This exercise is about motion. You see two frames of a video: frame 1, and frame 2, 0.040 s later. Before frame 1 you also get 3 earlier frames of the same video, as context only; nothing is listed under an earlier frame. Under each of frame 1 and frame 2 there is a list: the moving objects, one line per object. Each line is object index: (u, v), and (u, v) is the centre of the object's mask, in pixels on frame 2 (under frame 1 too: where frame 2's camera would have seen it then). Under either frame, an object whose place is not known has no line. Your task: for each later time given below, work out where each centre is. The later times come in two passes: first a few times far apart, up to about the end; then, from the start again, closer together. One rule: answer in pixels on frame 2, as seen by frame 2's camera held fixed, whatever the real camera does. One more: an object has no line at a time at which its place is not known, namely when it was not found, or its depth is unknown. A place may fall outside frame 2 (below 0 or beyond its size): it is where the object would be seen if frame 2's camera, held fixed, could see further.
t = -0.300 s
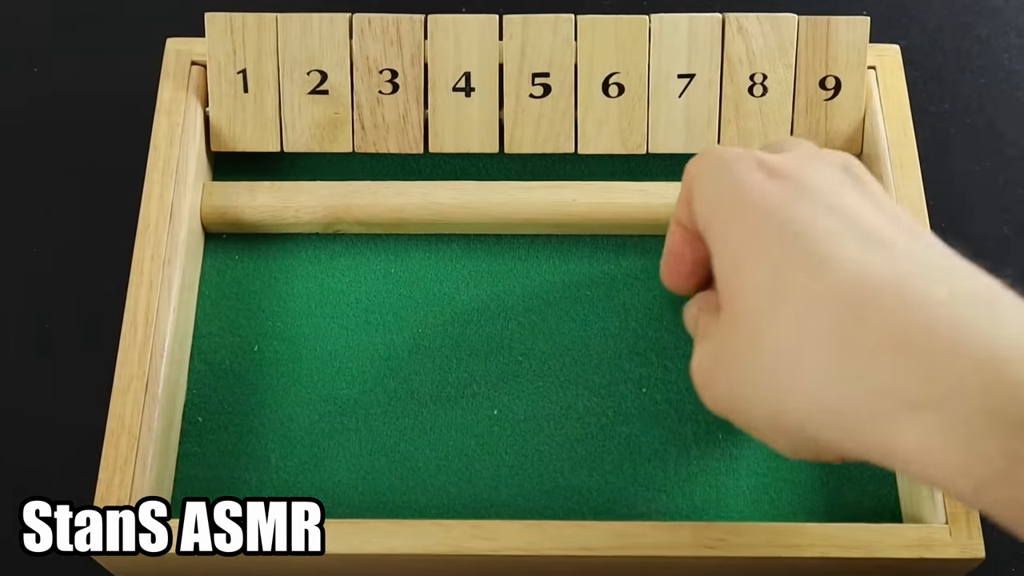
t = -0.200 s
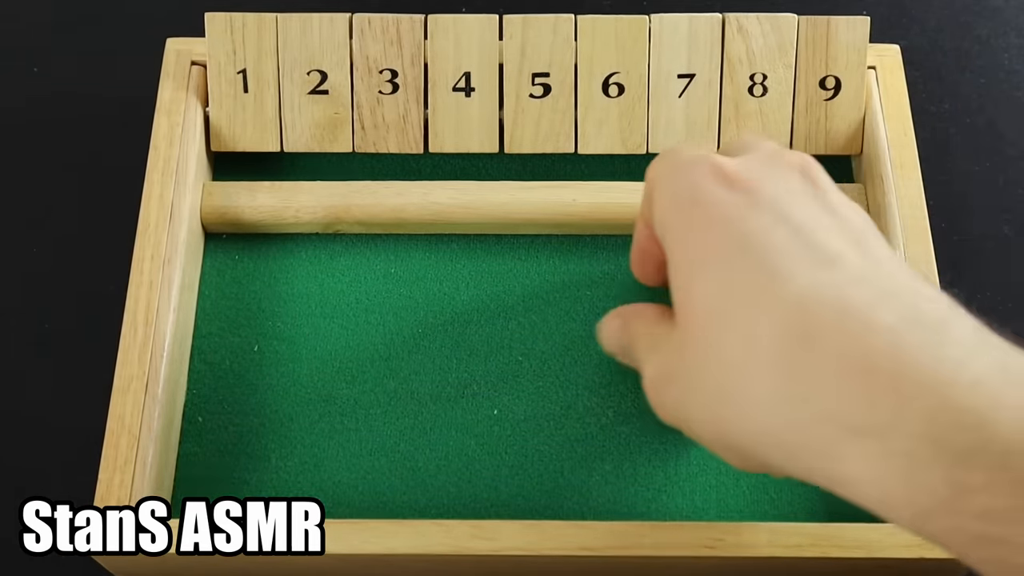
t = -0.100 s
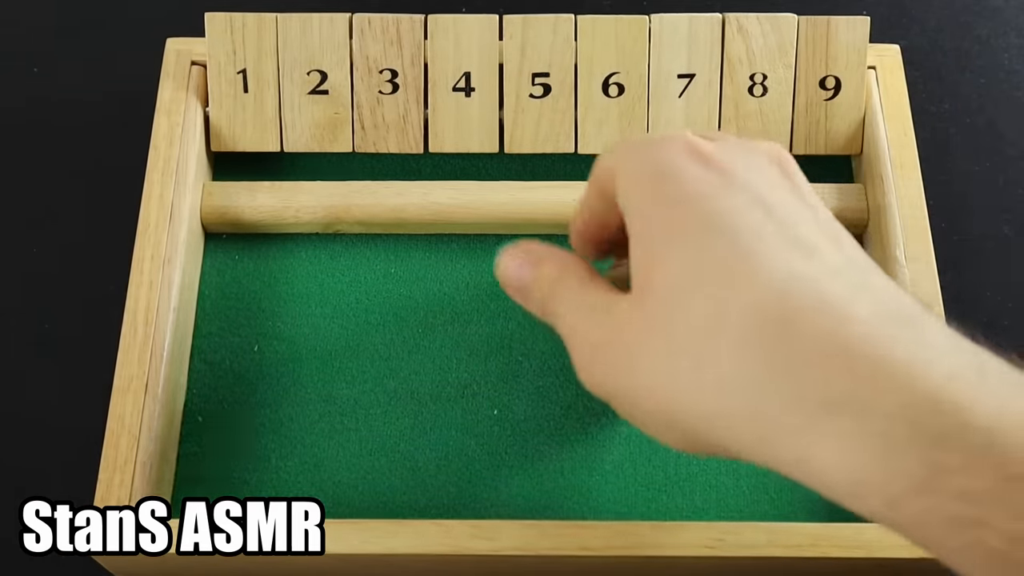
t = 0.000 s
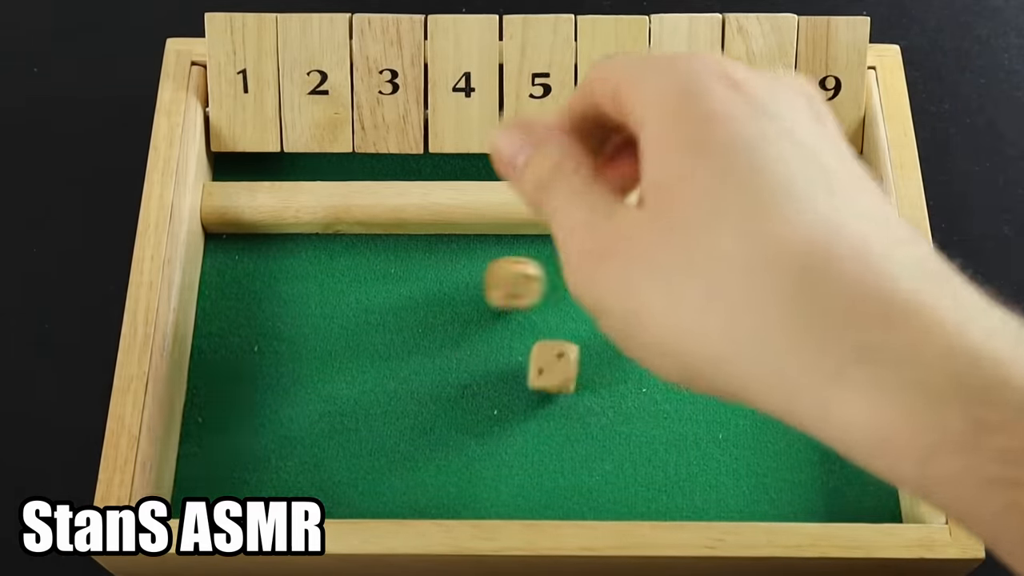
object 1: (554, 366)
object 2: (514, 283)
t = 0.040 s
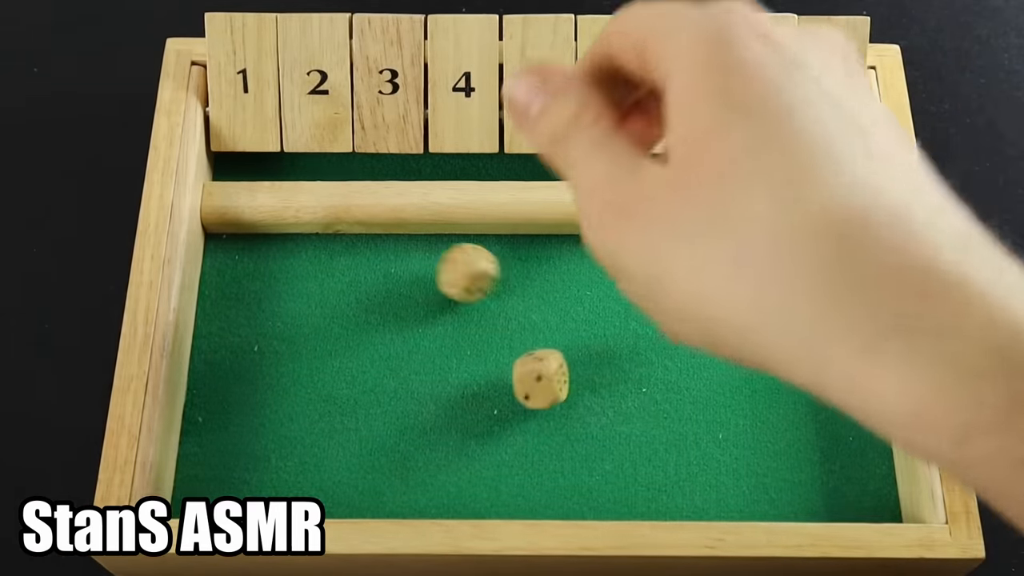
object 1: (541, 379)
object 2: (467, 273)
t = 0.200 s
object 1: (485, 409)
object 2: (304, 249)
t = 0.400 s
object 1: (502, 388)
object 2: (233, 320)
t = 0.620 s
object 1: (504, 389)
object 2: (238, 314)
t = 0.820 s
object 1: (504, 389)
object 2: (239, 314)
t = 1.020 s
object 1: (504, 389)
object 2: (239, 314)
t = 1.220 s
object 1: (504, 389)
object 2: (239, 314)
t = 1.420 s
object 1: (504, 389)
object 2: (239, 314)
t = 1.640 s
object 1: (504, 389)
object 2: (239, 314)
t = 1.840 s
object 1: (504, 389)
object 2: (239, 314)
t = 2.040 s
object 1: (504, 389)
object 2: (239, 314)
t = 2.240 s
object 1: (504, 389)
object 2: (239, 314)
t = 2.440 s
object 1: (504, 389)
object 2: (239, 314)
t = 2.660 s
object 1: (504, 389)
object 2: (239, 314)
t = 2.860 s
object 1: (504, 389)
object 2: (239, 314)
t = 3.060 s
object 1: (504, 389)
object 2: (239, 314)
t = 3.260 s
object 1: (504, 389)
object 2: (239, 314)
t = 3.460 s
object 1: (504, 389)
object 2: (239, 314)
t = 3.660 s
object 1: (504, 389)
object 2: (239, 314)
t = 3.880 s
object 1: (504, 389)
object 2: (239, 314)
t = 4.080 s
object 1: (504, 389)
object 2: (239, 314)
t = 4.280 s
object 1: (504, 389)
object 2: (239, 314)
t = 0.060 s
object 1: (536, 385)
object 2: (446, 268)
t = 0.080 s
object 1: (530, 390)
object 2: (424, 262)
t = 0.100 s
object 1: (525, 396)
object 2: (404, 257)
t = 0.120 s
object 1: (518, 403)
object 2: (383, 252)
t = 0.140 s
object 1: (510, 409)
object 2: (362, 248)
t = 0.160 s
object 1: (500, 412)
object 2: (344, 249)
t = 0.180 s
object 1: (491, 411)
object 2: (324, 250)
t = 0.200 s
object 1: (485, 409)
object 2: (304, 249)
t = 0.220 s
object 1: (479, 405)
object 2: (287, 251)
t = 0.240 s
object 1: (476, 401)
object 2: (270, 256)
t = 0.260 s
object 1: (474, 398)
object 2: (256, 262)
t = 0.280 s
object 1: (473, 394)
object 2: (240, 270)
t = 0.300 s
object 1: (474, 390)
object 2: (229, 276)
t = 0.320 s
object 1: (476, 387)
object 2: (222, 286)
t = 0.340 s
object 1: (480, 385)
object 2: (227, 293)
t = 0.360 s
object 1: (487, 383)
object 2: (230, 302)
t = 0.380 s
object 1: (495, 384)
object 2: (232, 312)
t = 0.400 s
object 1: (502, 388)
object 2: (233, 320)
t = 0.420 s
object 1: (504, 390)
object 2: (236, 325)
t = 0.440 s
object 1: (505, 391)
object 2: (237, 328)
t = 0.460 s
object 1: (504, 389)
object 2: (237, 329)
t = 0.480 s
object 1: (504, 389)
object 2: (237, 328)
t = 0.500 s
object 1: (504, 389)
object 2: (236, 325)
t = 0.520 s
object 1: (504, 389)
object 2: (237, 322)
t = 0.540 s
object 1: (504, 389)
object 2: (238, 316)
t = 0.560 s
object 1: (504, 389)
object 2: (239, 312)
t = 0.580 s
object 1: (504, 389)
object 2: (239, 313)
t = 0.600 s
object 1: (504, 389)
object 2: (238, 315)
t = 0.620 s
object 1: (504, 389)
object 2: (238, 314)
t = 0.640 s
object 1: (504, 389)
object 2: (239, 313)
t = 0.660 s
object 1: (504, 389)
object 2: (239, 314)
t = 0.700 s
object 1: (504, 389)
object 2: (239, 314)
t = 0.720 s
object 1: (504, 389)
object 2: (239, 314)
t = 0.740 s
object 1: (504, 389)
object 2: (239, 314)
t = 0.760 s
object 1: (504, 389)
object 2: (239, 314)
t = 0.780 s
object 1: (504, 389)
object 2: (239, 314)
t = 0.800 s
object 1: (504, 389)
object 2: (239, 314)
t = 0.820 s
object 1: (504, 389)
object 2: (239, 314)
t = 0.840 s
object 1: (504, 389)
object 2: (239, 314)
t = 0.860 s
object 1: (504, 389)
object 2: (239, 314)
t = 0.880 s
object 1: (504, 389)
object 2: (239, 314)
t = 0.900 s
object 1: (504, 389)
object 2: (239, 314)
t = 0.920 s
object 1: (504, 389)
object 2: (239, 314)
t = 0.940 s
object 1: (504, 389)
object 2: (239, 314)
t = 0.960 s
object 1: (504, 389)
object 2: (239, 314)
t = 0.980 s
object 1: (504, 389)
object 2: (239, 314)
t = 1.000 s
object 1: (504, 389)
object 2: (239, 314)
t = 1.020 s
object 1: (504, 389)
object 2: (239, 314)
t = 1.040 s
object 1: (504, 389)
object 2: (239, 314)
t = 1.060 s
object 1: (504, 389)
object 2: (239, 314)
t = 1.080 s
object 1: (504, 389)
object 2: (239, 314)
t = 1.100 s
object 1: (504, 389)
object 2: (239, 314)
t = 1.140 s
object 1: (504, 389)
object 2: (239, 314)
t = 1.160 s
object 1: (504, 389)
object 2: (239, 314)
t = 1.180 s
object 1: (504, 389)
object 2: (239, 314)
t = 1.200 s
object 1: (504, 389)
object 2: (239, 314)
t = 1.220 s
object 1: (504, 389)
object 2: (239, 314)
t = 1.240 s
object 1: (504, 389)
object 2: (239, 314)
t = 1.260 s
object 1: (504, 389)
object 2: (239, 314)
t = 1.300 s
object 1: (504, 389)
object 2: (239, 314)
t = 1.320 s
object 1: (504, 389)
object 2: (239, 314)
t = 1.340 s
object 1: (504, 389)
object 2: (239, 314)
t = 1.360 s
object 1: (504, 389)
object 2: (239, 314)
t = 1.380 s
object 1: (504, 389)
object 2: (239, 314)
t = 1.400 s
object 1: (504, 389)
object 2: (239, 314)
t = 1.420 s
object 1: (504, 389)
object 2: (239, 314)
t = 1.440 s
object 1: (504, 389)
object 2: (239, 314)
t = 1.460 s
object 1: (504, 389)
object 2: (239, 314)
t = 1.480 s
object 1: (504, 389)
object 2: (239, 314)
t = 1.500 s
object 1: (504, 389)
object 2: (239, 314)
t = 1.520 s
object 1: (504, 389)
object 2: (239, 314)
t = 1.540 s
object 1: (504, 389)
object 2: (239, 314)
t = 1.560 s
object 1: (504, 389)
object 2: (239, 314)
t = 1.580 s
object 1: (504, 389)
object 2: (239, 314)
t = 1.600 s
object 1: (504, 389)
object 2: (239, 314)
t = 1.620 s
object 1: (504, 389)
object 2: (239, 314)
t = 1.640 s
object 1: (504, 389)
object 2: (239, 314)
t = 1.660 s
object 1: (504, 389)
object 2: (239, 314)
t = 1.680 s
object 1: (504, 389)
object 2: (239, 314)
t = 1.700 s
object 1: (504, 389)
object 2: (239, 314)
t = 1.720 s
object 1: (504, 389)
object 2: (239, 314)
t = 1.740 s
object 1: (504, 389)
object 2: (239, 314)
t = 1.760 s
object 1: (504, 389)
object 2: (239, 314)
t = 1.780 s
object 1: (504, 389)
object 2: (239, 314)
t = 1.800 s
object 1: (504, 389)
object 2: (239, 314)
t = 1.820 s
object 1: (504, 389)
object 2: (239, 314)
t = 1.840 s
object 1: (504, 389)
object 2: (239, 314)
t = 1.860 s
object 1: (504, 389)
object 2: (239, 314)
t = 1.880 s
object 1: (504, 389)
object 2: (239, 314)
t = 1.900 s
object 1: (504, 389)
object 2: (239, 314)
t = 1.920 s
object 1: (504, 389)
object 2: (239, 314)
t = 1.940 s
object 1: (504, 389)
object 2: (239, 314)
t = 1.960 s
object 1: (504, 389)
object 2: (239, 314)
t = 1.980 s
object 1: (504, 389)
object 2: (239, 314)
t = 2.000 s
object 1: (504, 389)
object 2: (239, 314)
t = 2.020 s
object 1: (504, 389)
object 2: (239, 314)
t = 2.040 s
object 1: (504, 389)
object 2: (239, 314)
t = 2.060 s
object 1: (504, 389)
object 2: (239, 314)
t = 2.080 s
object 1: (504, 389)
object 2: (239, 314)
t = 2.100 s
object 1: (504, 389)
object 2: (239, 314)
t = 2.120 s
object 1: (504, 389)
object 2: (239, 314)
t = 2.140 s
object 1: (504, 389)
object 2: (239, 314)
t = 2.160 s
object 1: (504, 389)
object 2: (239, 314)
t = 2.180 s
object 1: (504, 389)
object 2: (239, 314)
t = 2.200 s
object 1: (504, 389)
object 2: (239, 314)
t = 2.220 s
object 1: (504, 389)
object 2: (239, 314)
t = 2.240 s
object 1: (504, 389)
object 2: (239, 314)
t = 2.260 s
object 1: (504, 389)
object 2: (239, 314)
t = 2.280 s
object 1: (504, 389)
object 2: (239, 314)
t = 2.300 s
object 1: (504, 389)
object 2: (239, 314)
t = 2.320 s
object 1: (504, 389)
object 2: (239, 314)
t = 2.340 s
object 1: (504, 389)
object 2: (239, 314)
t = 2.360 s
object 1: (504, 389)
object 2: (239, 314)
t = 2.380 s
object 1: (504, 389)
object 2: (239, 314)
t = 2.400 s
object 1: (504, 389)
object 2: (239, 314)
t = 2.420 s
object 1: (504, 389)
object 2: (239, 314)
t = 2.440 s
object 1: (504, 389)
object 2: (239, 314)
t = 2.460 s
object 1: (504, 389)
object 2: (239, 314)
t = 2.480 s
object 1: (504, 389)
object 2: (239, 314)
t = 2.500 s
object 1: (504, 389)
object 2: (239, 314)
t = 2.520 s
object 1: (504, 389)
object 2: (239, 314)
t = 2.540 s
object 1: (504, 389)
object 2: (239, 314)
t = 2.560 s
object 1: (504, 389)
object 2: (239, 314)
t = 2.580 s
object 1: (504, 389)
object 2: (239, 314)
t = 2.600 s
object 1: (504, 389)
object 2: (239, 314)
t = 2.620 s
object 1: (504, 389)
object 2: (239, 314)
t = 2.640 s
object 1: (504, 389)
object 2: (239, 314)
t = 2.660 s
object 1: (504, 389)
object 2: (239, 314)
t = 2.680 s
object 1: (504, 389)
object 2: (239, 314)
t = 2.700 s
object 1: (504, 389)
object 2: (239, 314)
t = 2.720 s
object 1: (504, 389)
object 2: (239, 314)
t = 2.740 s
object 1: (504, 389)
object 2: (239, 314)
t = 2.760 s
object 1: (504, 389)
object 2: (239, 314)
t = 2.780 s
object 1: (504, 389)
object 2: (239, 314)
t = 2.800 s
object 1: (504, 389)
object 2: (239, 314)
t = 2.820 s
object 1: (504, 389)
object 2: (239, 314)
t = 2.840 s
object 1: (504, 389)
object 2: (239, 314)
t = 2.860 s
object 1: (504, 389)
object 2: (239, 314)
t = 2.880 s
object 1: (504, 389)
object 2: (239, 314)
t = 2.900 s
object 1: (504, 389)
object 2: (239, 314)
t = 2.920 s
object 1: (504, 389)
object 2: (239, 314)
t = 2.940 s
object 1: (504, 389)
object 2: (239, 314)
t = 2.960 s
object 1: (504, 389)
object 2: (239, 314)
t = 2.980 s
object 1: (504, 389)
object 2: (239, 314)
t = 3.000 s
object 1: (504, 389)
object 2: (239, 314)
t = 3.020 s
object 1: (504, 389)
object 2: (239, 314)
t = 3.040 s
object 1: (504, 389)
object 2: (239, 314)
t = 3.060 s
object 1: (504, 389)
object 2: (239, 314)
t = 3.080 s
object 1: (504, 389)
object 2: (239, 314)
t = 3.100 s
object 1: (504, 389)
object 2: (239, 314)
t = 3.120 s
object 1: (504, 389)
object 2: (239, 314)
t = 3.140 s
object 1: (504, 389)
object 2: (239, 314)
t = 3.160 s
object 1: (504, 389)
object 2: (239, 314)
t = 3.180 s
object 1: (504, 389)
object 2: (239, 314)
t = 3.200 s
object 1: (504, 389)
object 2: (239, 314)
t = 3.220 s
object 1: (504, 389)
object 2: (239, 314)
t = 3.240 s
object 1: (504, 389)
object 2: (239, 314)
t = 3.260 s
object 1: (504, 389)
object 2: (239, 314)
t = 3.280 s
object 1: (504, 389)
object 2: (239, 314)
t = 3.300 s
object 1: (504, 389)
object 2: (239, 314)
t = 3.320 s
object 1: (504, 389)
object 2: (239, 314)
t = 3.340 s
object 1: (504, 389)
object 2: (239, 314)
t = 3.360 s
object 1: (504, 389)
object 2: (239, 314)
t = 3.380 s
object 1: (504, 389)
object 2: (239, 314)
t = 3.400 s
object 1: (504, 389)
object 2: (239, 314)
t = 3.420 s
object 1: (504, 389)
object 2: (239, 314)
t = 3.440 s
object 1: (504, 389)
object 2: (239, 314)
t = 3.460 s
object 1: (504, 389)
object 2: (239, 314)
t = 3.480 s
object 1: (504, 389)
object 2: (239, 314)
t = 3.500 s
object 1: (504, 389)
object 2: (239, 314)
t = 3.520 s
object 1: (504, 389)
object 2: (239, 314)
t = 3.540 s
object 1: (504, 389)
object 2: (239, 314)
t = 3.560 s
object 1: (504, 389)
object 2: (239, 314)
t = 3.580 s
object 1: (504, 389)
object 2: (239, 314)
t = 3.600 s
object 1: (504, 389)
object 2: (239, 314)
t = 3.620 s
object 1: (504, 389)
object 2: (239, 314)
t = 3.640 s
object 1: (504, 389)
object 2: (239, 314)
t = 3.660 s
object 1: (504, 389)
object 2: (239, 314)
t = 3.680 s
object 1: (504, 389)
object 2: (239, 314)
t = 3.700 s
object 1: (504, 389)
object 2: (239, 314)
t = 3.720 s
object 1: (504, 389)
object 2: (239, 314)
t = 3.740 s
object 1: (504, 389)
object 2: (239, 314)
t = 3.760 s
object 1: (504, 389)
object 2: (239, 314)
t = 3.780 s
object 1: (504, 389)
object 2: (239, 314)
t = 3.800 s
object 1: (504, 389)
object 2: (239, 314)
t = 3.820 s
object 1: (504, 389)
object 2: (239, 314)
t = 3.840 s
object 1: (504, 389)
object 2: (239, 314)
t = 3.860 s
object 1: (504, 389)
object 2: (239, 314)
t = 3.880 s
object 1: (504, 389)
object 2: (239, 314)
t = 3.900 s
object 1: (504, 389)
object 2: (239, 314)
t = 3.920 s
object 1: (504, 389)
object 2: (239, 314)
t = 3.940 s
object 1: (504, 389)
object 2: (239, 314)
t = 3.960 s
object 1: (504, 389)
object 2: (239, 314)
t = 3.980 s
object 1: (504, 389)
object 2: (239, 314)
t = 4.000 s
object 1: (504, 389)
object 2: (239, 314)
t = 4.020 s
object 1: (504, 389)
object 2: (239, 314)
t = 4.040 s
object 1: (504, 389)
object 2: (239, 314)
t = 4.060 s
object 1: (504, 389)
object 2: (239, 314)
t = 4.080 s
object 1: (504, 389)
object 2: (239, 314)
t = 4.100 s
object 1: (504, 389)
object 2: (239, 314)
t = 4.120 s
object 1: (504, 389)
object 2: (239, 314)
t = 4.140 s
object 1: (504, 389)
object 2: (239, 314)
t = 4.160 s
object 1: (504, 389)
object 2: (239, 314)
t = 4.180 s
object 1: (504, 389)
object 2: (239, 314)
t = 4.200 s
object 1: (504, 389)
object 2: (239, 314)
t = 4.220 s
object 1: (504, 389)
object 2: (239, 314)
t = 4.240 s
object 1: (504, 389)
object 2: (239, 314)
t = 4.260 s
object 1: (504, 389)
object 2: (239, 314)
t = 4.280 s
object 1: (504, 389)
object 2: (239, 314)
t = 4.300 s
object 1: (504, 389)
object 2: (239, 314)
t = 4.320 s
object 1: (504, 389)
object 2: (239, 314)
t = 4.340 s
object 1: (504, 389)
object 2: (239, 314)
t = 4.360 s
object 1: (504, 389)
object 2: (239, 314)
